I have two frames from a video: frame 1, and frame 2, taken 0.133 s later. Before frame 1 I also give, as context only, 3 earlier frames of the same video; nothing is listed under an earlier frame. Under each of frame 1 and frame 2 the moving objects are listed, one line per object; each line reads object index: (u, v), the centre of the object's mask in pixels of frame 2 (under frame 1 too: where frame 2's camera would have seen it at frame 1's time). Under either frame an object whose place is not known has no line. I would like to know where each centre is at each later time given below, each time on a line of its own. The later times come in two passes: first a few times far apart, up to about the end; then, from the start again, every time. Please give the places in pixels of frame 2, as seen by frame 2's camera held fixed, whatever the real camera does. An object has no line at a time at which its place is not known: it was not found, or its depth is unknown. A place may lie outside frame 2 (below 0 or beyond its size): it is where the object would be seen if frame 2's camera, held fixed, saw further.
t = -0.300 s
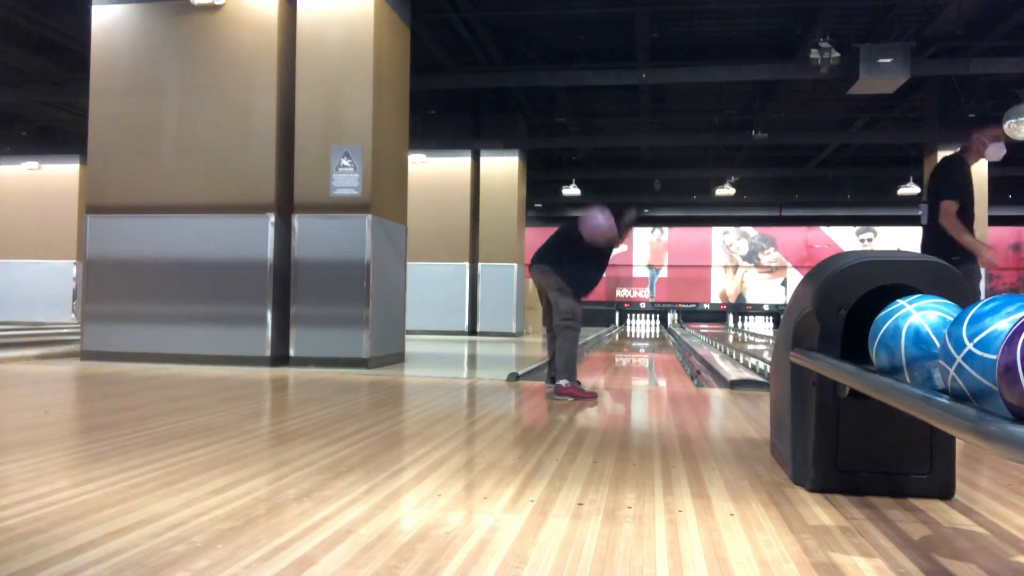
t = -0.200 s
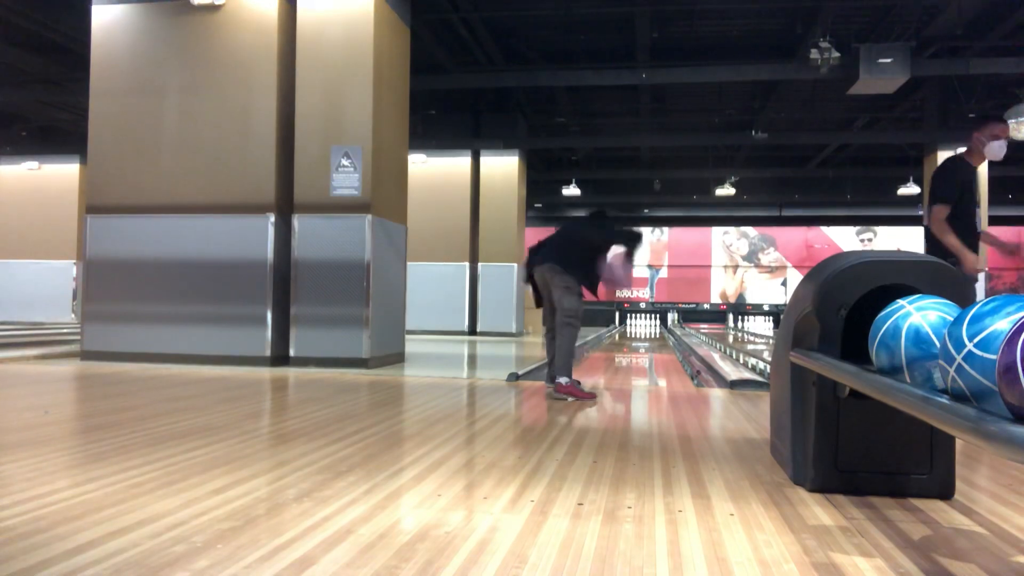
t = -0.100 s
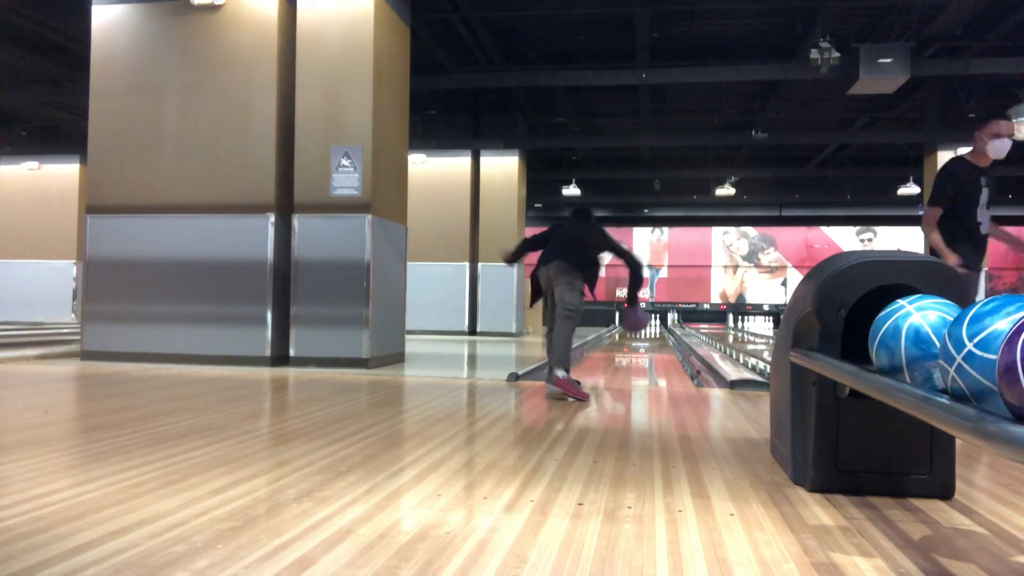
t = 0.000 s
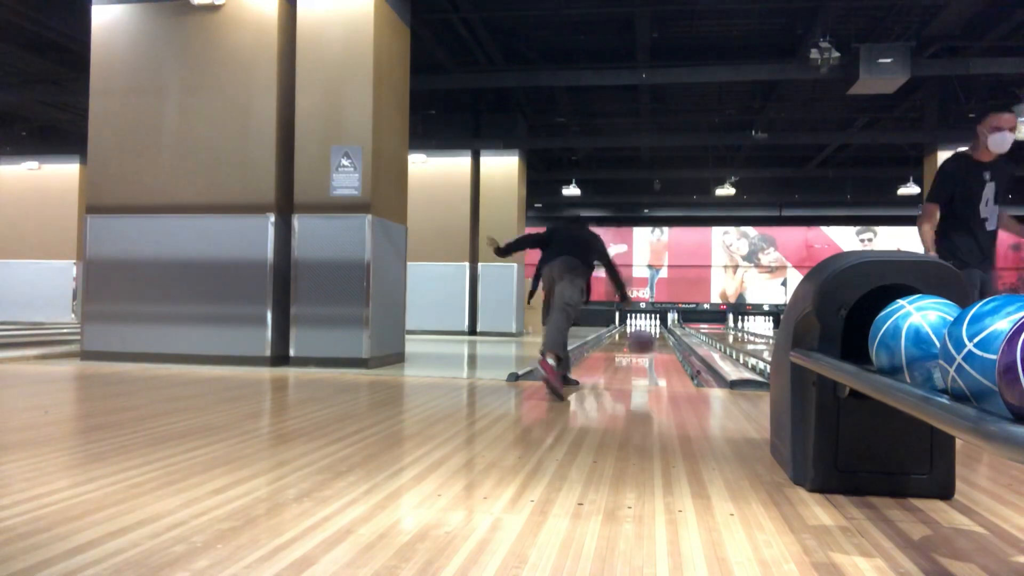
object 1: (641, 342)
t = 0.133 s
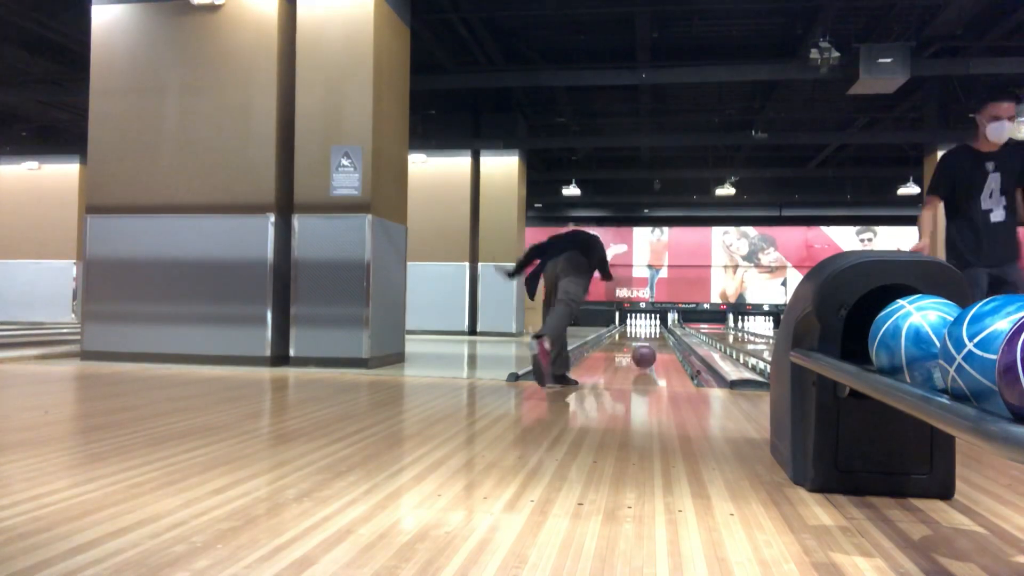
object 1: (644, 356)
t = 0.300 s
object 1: (647, 351)
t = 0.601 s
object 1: (650, 344)
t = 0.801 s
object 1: (652, 339)
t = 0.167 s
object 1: (644, 355)
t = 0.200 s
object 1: (645, 354)
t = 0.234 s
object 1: (646, 354)
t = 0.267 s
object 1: (647, 352)
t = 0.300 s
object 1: (647, 351)
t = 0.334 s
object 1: (647, 351)
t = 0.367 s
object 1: (647, 350)
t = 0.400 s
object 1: (648, 349)
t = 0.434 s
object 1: (649, 347)
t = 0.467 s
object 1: (649, 347)
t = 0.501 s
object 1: (649, 345)
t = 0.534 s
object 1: (650, 345)
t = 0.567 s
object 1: (650, 344)
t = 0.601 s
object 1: (650, 344)
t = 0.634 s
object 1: (651, 342)
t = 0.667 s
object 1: (651, 342)
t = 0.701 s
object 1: (651, 342)
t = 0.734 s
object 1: (651, 340)
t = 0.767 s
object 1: (651, 340)
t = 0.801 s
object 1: (652, 339)
